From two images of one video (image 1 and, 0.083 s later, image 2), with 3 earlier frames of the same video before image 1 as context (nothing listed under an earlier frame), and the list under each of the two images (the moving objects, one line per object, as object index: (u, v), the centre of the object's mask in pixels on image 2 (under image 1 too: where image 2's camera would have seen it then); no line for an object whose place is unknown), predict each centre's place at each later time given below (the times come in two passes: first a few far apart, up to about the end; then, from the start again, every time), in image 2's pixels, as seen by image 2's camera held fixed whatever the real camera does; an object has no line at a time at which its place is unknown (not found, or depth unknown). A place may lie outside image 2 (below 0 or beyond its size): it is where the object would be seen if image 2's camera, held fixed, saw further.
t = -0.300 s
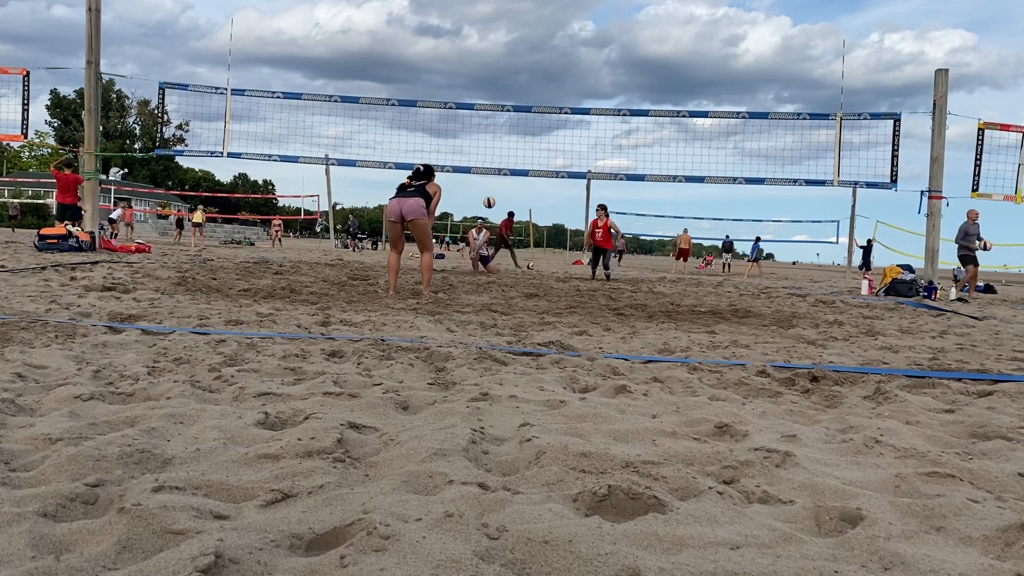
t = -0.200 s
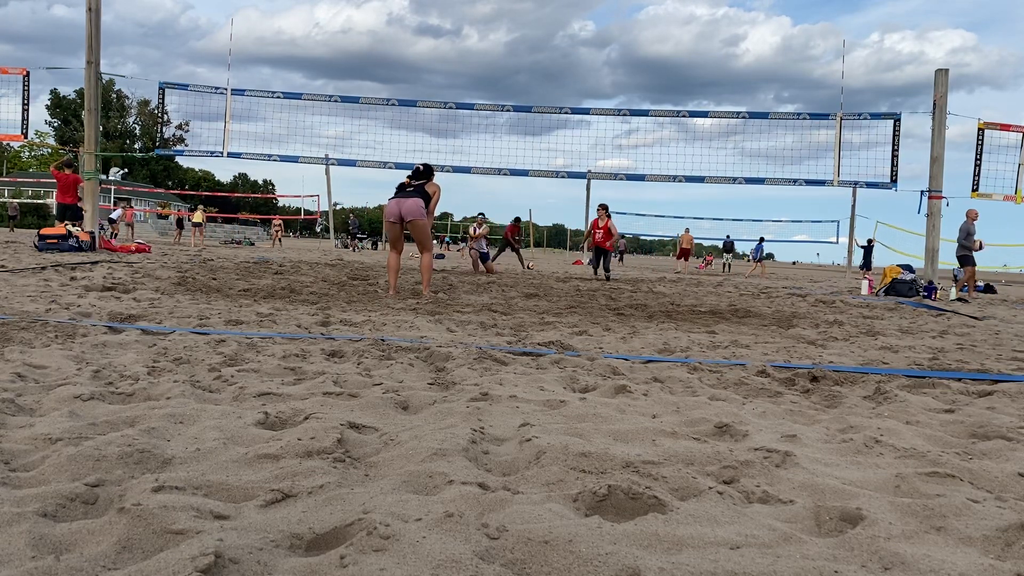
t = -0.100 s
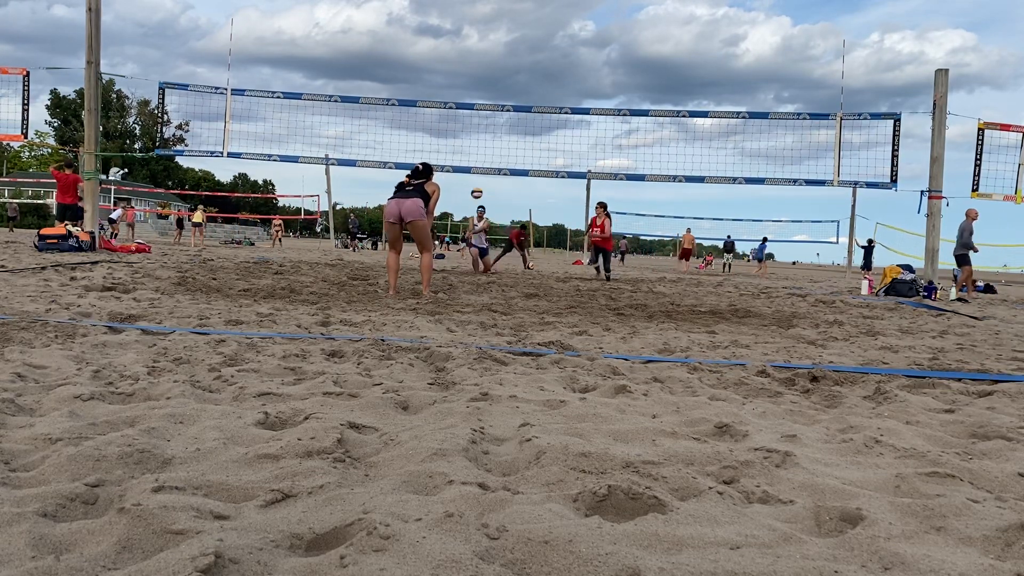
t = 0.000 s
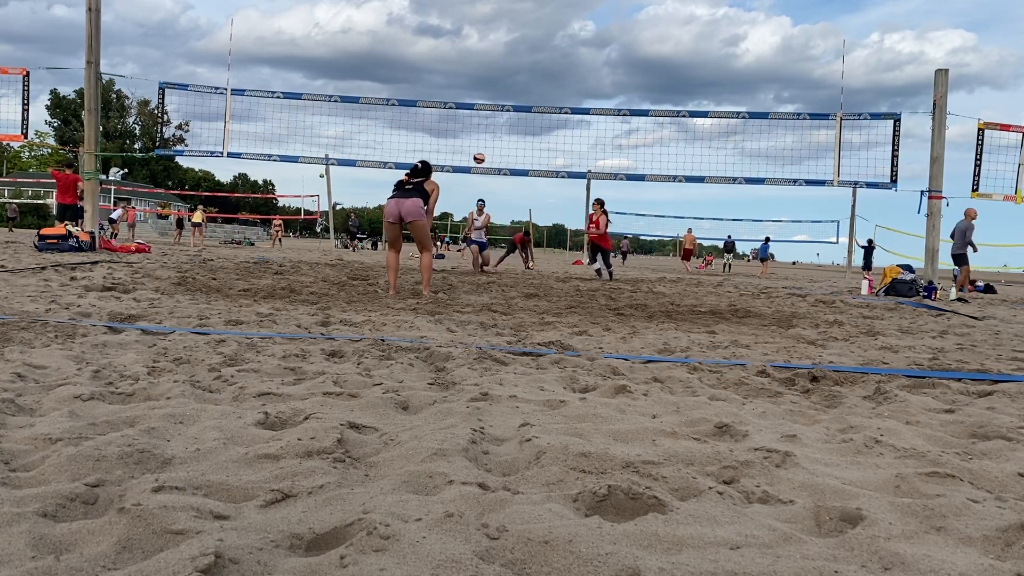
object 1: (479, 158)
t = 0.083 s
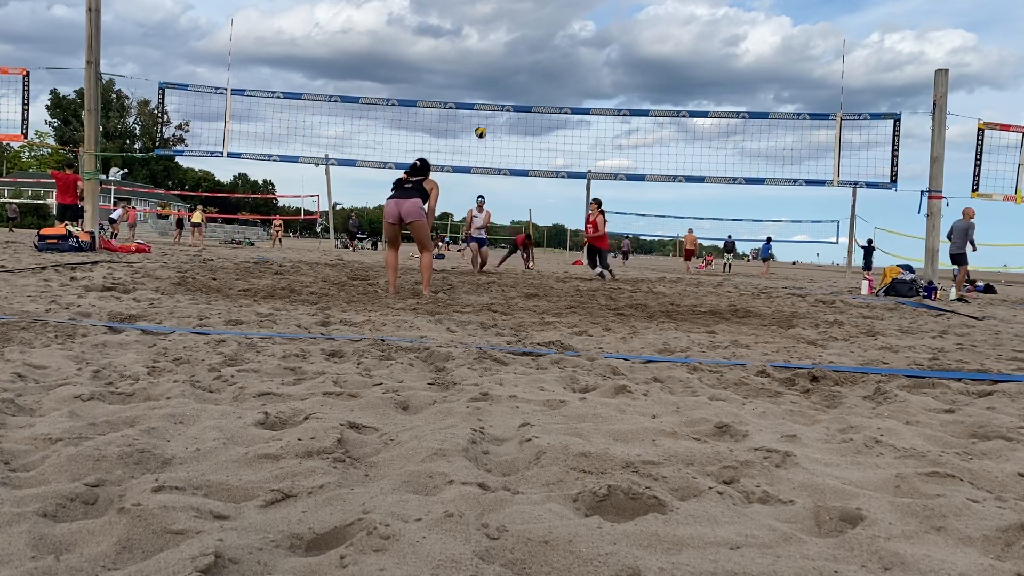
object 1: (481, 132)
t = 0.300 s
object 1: (484, 82)
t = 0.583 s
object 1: (486, 55)
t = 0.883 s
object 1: (485, 79)
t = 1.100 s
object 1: (482, 131)
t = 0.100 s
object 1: (481, 128)
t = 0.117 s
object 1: (481, 123)
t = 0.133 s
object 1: (481, 119)
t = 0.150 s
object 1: (482, 115)
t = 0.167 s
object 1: (482, 113)
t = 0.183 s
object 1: (483, 111)
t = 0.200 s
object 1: (482, 100)
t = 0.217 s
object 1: (483, 98)
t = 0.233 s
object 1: (483, 95)
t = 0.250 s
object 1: (483, 92)
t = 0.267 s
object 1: (483, 88)
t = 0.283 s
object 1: (484, 85)
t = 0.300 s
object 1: (484, 82)
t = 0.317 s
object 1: (484, 80)
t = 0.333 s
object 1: (484, 77)
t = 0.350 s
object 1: (484, 74)
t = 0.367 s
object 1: (485, 72)
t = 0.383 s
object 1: (485, 69)
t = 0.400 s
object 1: (485, 68)
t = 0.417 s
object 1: (485, 66)
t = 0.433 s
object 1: (485, 65)
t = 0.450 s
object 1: (485, 63)
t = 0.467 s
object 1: (486, 61)
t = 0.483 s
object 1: (486, 59)
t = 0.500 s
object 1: (486, 58)
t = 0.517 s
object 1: (486, 57)
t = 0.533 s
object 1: (486, 57)
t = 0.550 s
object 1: (486, 56)
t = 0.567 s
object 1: (486, 56)
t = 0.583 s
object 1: (486, 55)
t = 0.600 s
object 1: (486, 55)
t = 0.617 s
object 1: (486, 55)
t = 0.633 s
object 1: (486, 55)
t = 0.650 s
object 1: (486, 56)
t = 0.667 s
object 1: (486, 57)
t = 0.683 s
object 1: (486, 57)
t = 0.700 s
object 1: (486, 58)
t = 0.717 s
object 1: (486, 59)
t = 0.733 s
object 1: (486, 60)
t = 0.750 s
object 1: (486, 62)
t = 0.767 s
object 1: (486, 63)
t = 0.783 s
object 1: (486, 65)
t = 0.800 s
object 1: (486, 67)
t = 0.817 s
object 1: (485, 70)
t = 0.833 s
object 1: (485, 72)
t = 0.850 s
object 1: (485, 74)
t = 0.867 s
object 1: (485, 77)
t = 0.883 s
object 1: (485, 79)
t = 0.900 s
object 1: (485, 82)
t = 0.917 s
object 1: (484, 86)
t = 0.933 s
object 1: (484, 89)
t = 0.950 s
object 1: (484, 92)
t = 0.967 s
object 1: (484, 96)
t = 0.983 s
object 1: (484, 98)
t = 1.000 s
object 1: (483, 100)
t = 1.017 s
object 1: (484, 113)
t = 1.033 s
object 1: (483, 115)
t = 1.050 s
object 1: (483, 117)
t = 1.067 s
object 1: (483, 122)
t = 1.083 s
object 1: (483, 126)
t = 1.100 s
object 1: (482, 131)
